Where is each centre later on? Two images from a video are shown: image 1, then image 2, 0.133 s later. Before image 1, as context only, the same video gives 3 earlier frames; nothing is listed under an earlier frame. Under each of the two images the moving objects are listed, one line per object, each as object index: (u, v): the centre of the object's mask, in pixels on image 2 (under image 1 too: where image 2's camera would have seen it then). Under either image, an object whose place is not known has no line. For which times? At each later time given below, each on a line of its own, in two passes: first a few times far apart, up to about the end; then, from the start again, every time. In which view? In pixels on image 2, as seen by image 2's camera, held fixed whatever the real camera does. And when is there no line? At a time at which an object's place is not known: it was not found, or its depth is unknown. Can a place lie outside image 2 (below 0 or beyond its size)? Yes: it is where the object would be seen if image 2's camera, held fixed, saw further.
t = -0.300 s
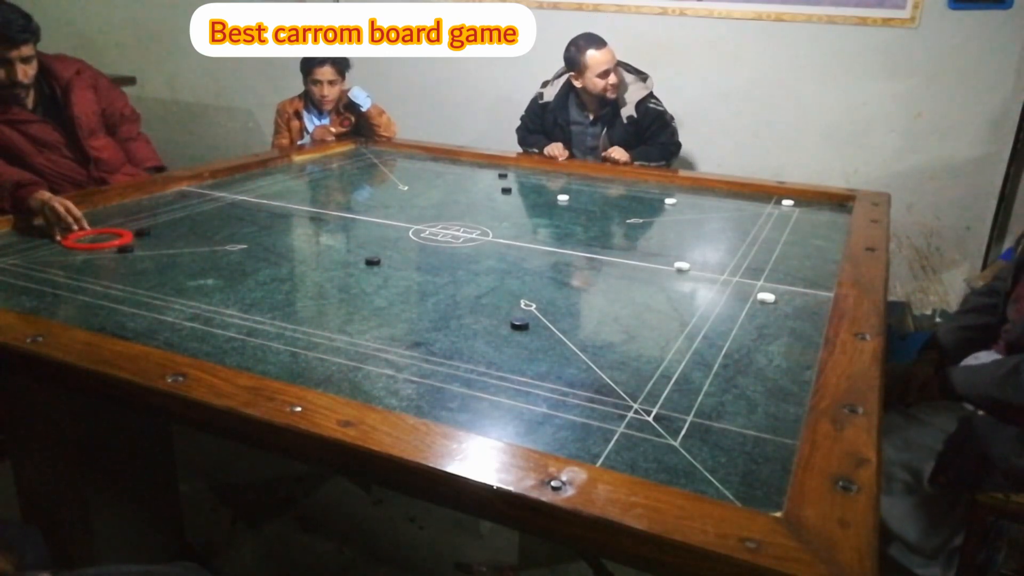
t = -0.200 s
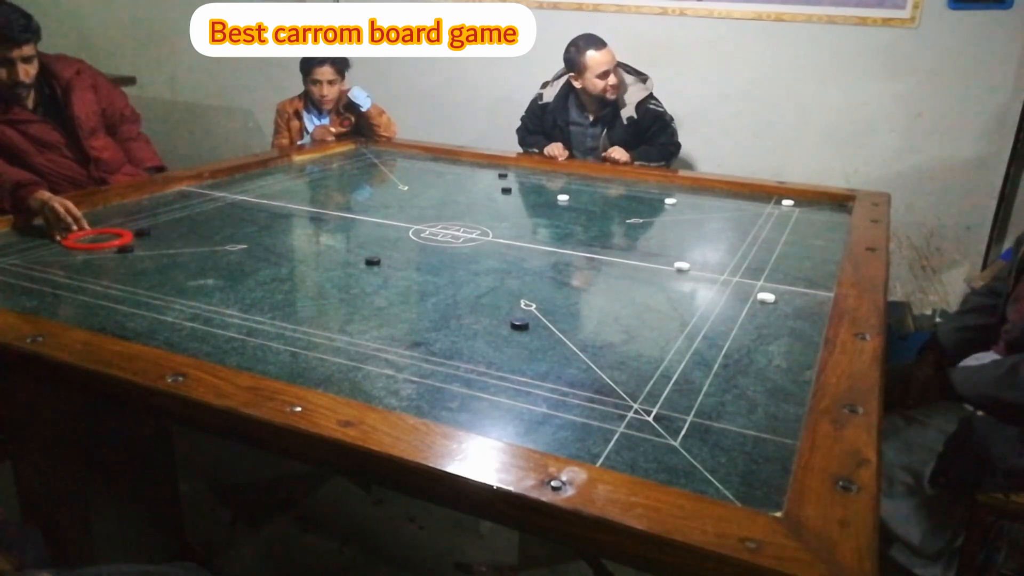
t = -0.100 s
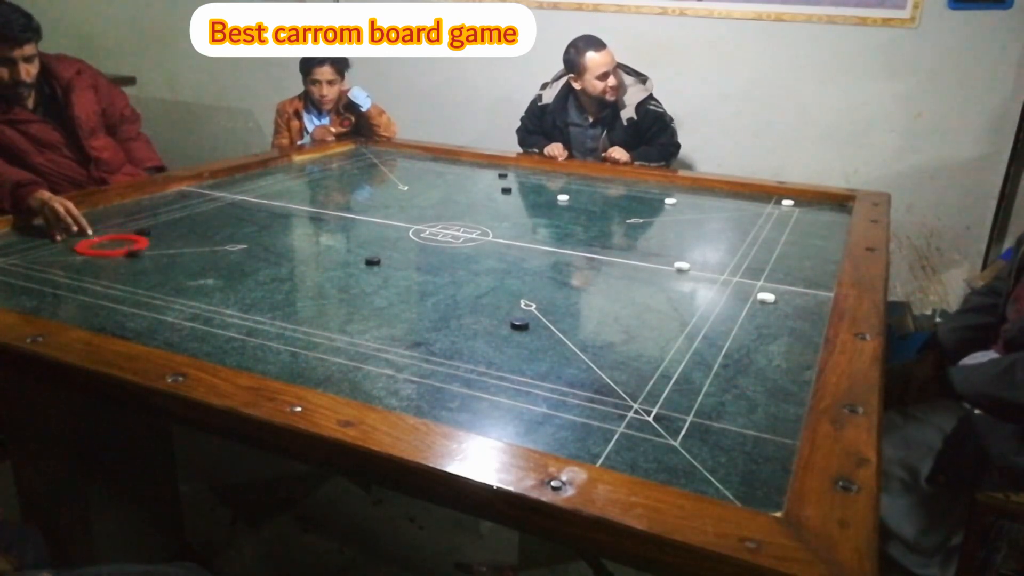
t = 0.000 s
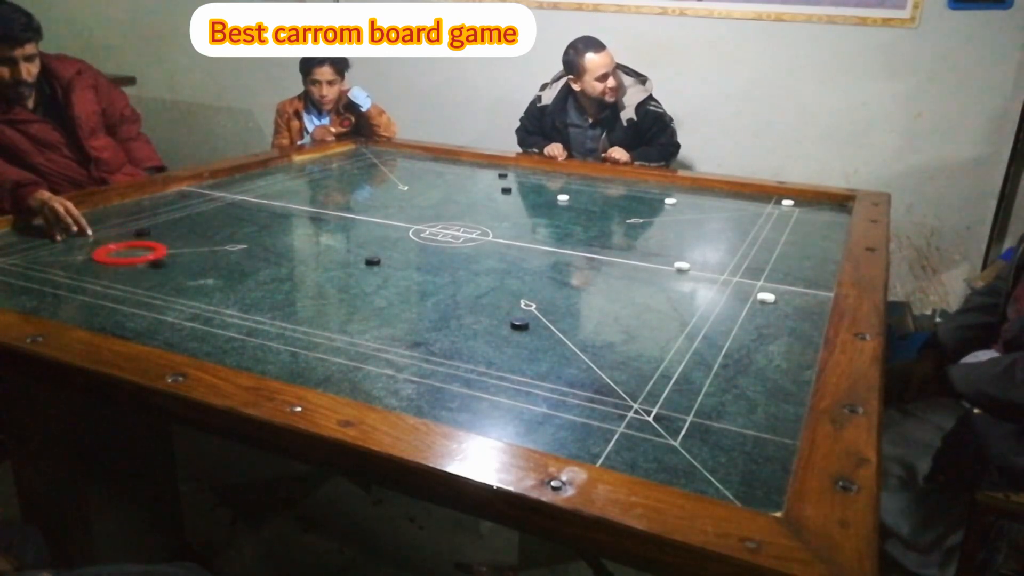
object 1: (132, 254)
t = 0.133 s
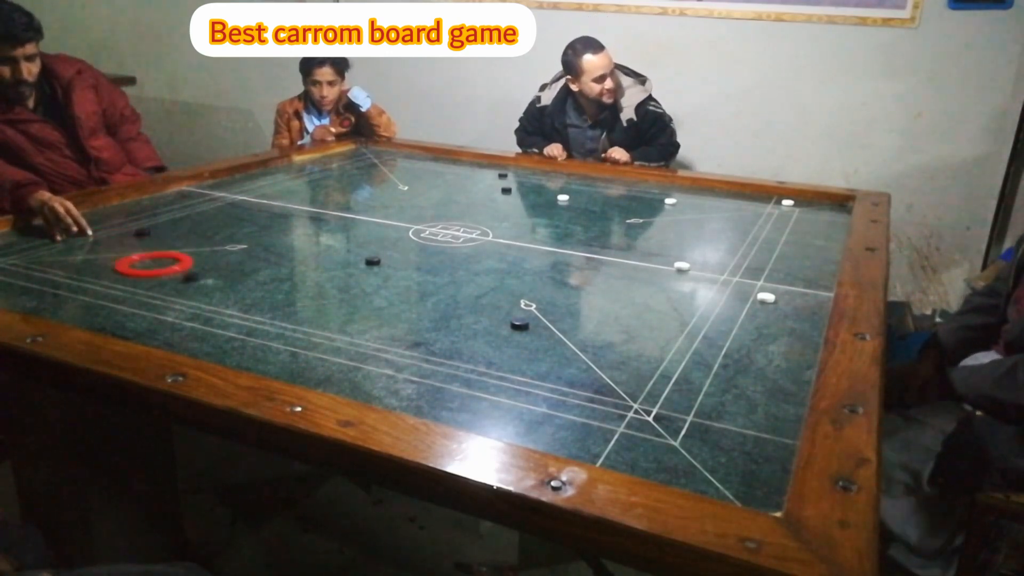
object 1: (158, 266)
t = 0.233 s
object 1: (173, 273)
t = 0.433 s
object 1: (215, 292)
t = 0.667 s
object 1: (270, 317)
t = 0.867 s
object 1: (322, 341)
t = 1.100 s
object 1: (392, 374)
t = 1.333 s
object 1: (476, 398)
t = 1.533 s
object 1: (571, 422)
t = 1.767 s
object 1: (673, 450)
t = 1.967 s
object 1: (713, 447)
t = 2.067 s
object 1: (679, 433)
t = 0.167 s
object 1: (160, 267)
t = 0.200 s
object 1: (167, 270)
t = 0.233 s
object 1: (173, 273)
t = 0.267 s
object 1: (180, 276)
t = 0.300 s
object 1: (187, 279)
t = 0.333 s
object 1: (194, 282)
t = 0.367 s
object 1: (201, 285)
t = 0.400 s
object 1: (208, 289)
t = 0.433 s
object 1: (215, 292)
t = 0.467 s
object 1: (222, 296)
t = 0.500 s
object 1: (230, 299)
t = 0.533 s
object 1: (237, 302)
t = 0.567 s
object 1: (245, 306)
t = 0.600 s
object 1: (253, 310)
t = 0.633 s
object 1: (261, 313)
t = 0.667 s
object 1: (270, 317)
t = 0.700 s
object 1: (278, 321)
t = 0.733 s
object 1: (286, 325)
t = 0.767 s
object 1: (295, 329)
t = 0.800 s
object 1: (304, 333)
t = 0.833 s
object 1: (313, 337)
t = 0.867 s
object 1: (322, 341)
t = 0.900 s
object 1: (331, 346)
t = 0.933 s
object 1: (341, 350)
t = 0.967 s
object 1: (351, 355)
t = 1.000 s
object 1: (361, 360)
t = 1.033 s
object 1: (371, 364)
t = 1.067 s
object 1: (382, 369)
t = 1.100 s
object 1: (392, 374)
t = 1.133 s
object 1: (403, 379)
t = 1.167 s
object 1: (414, 384)
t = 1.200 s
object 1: (425, 390)
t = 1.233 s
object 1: (437, 395)
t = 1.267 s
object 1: (449, 400)
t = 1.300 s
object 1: (462, 404)
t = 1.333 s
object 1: (476, 398)
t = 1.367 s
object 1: (491, 403)
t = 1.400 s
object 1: (507, 410)
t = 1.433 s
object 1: (525, 416)
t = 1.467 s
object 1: (542, 420)
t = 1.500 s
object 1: (556, 421)
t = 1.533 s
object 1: (571, 422)
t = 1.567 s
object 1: (579, 437)
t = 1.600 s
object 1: (593, 439)
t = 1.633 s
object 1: (609, 441)
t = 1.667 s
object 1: (624, 444)
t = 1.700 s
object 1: (640, 446)
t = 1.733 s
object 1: (656, 448)
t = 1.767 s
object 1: (673, 450)
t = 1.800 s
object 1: (688, 451)
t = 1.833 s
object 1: (704, 453)
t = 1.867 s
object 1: (721, 455)
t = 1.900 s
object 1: (734, 456)
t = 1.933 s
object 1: (725, 452)
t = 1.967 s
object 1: (713, 447)
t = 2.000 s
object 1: (701, 442)
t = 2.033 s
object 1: (690, 437)
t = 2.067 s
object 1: (679, 433)
